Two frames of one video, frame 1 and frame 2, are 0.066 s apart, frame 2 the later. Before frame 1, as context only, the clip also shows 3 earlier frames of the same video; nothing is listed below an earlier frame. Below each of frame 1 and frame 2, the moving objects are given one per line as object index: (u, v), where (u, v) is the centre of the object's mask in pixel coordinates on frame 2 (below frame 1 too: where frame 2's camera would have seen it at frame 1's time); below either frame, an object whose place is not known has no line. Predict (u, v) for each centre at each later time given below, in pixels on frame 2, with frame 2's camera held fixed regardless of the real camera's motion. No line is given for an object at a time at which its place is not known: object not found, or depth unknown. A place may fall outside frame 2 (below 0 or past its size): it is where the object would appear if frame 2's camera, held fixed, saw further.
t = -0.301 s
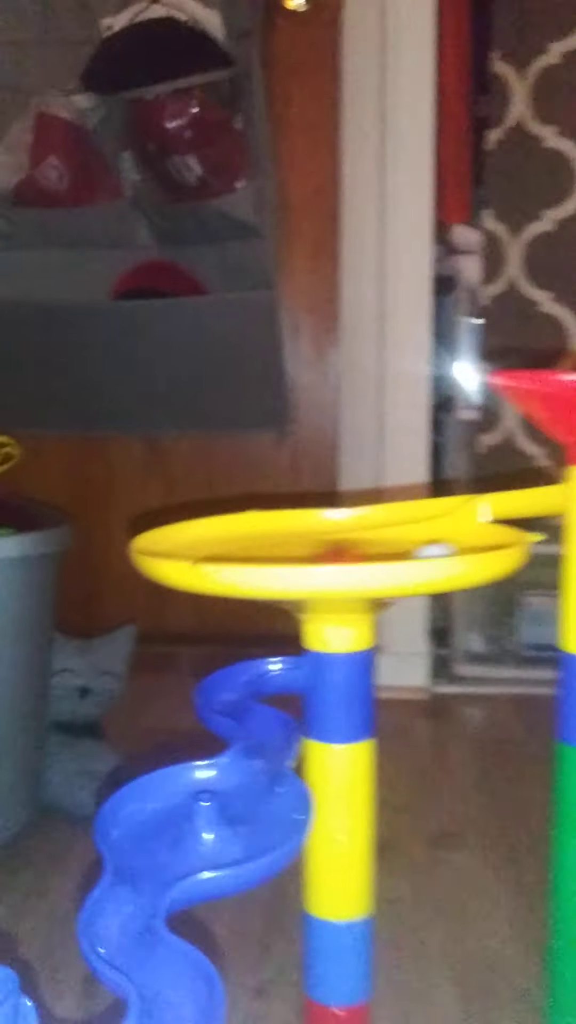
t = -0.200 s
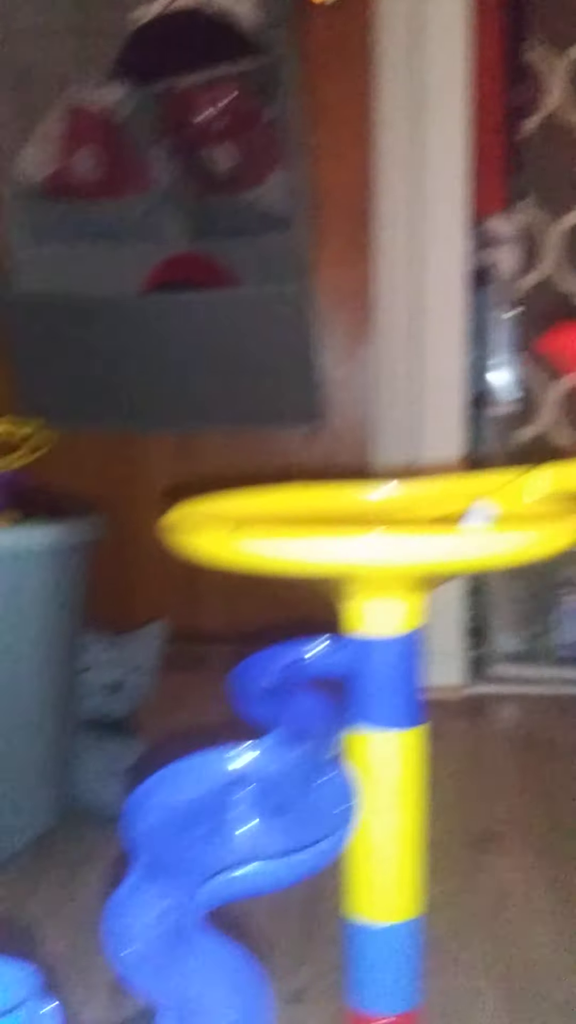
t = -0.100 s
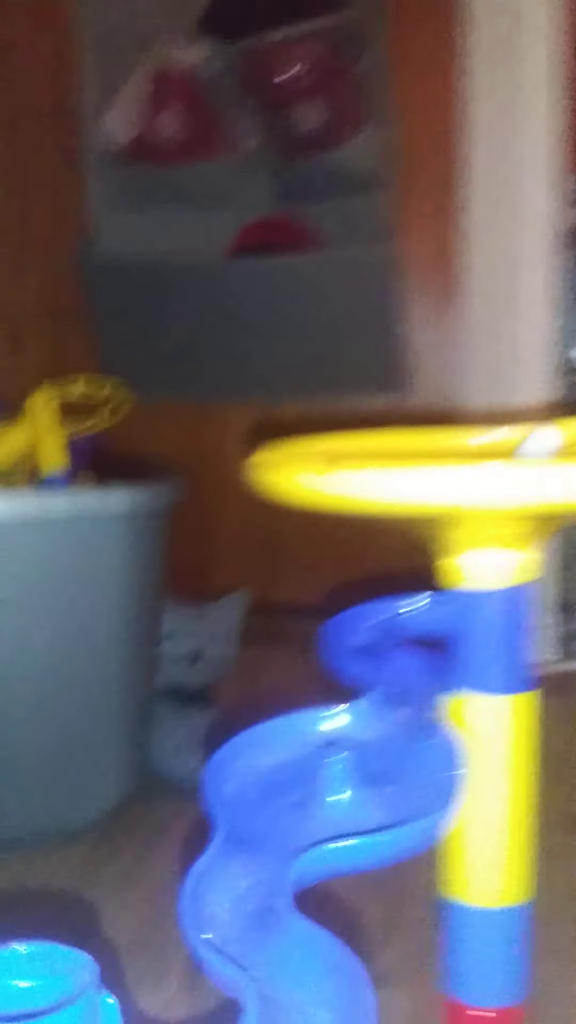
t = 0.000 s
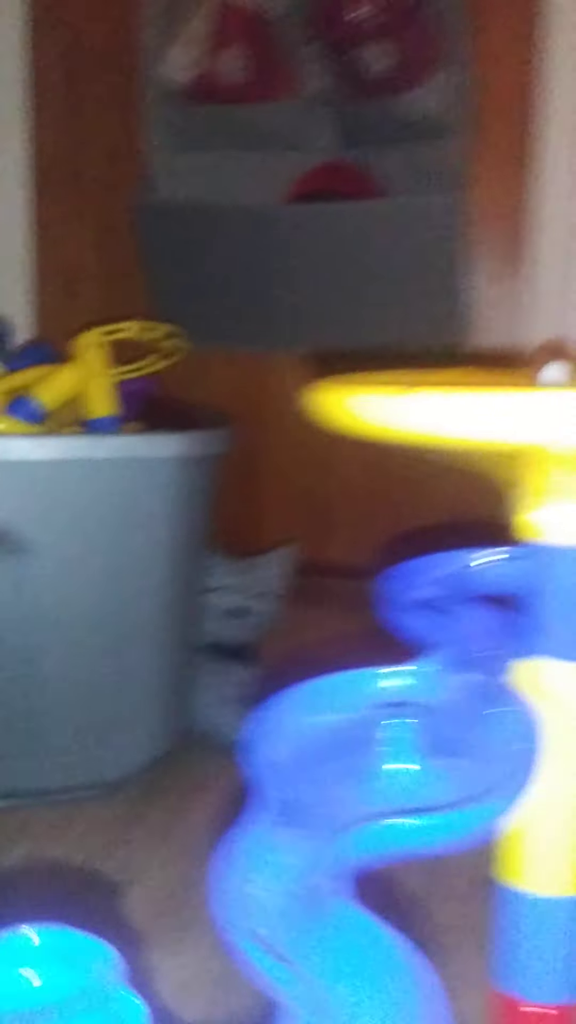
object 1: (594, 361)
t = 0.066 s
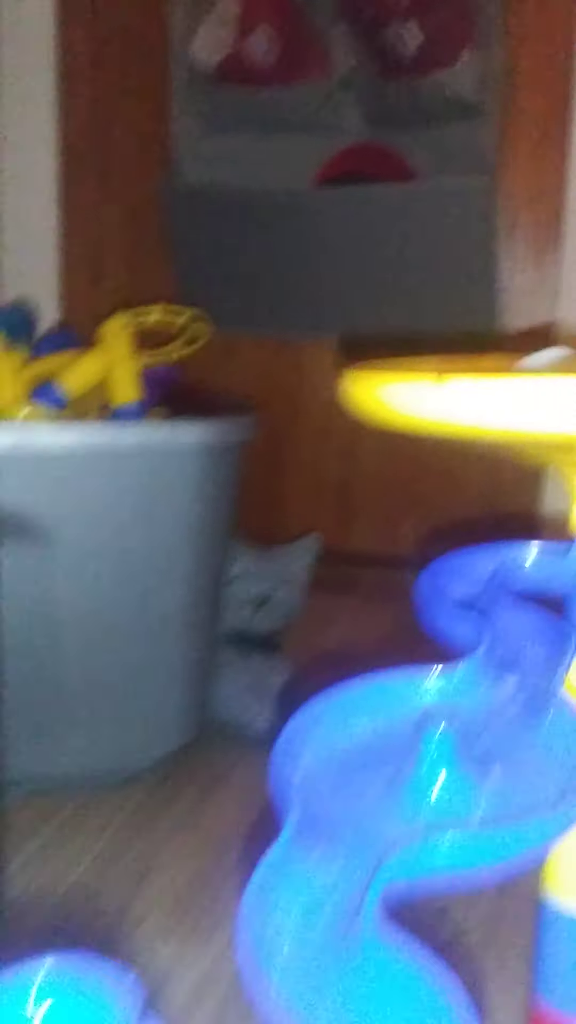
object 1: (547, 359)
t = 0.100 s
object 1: (524, 365)
